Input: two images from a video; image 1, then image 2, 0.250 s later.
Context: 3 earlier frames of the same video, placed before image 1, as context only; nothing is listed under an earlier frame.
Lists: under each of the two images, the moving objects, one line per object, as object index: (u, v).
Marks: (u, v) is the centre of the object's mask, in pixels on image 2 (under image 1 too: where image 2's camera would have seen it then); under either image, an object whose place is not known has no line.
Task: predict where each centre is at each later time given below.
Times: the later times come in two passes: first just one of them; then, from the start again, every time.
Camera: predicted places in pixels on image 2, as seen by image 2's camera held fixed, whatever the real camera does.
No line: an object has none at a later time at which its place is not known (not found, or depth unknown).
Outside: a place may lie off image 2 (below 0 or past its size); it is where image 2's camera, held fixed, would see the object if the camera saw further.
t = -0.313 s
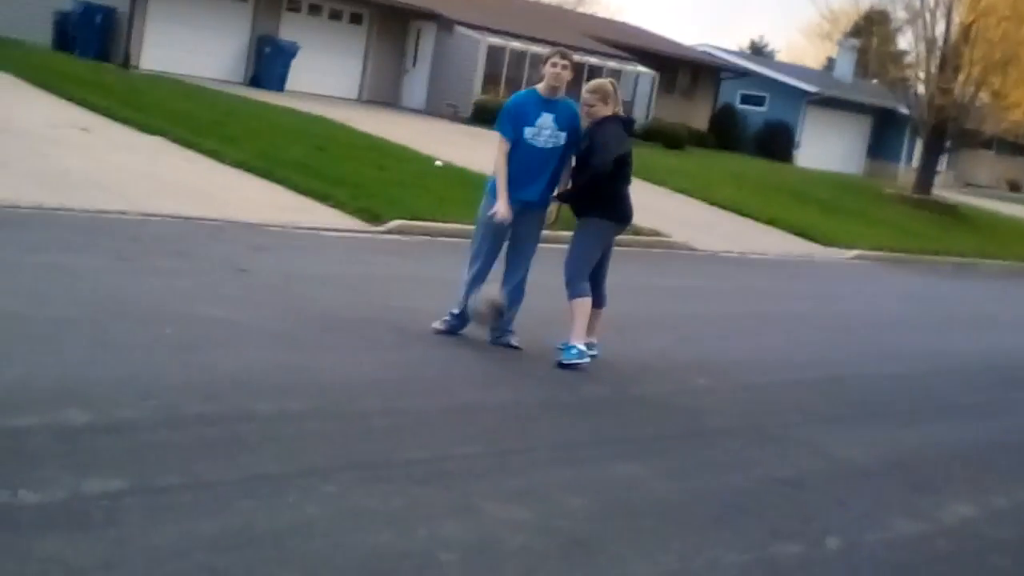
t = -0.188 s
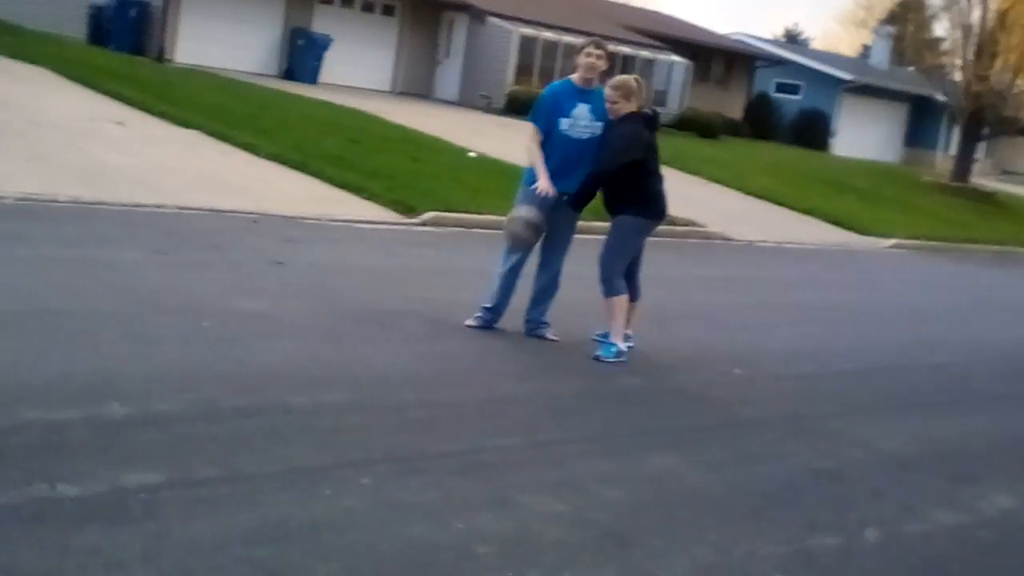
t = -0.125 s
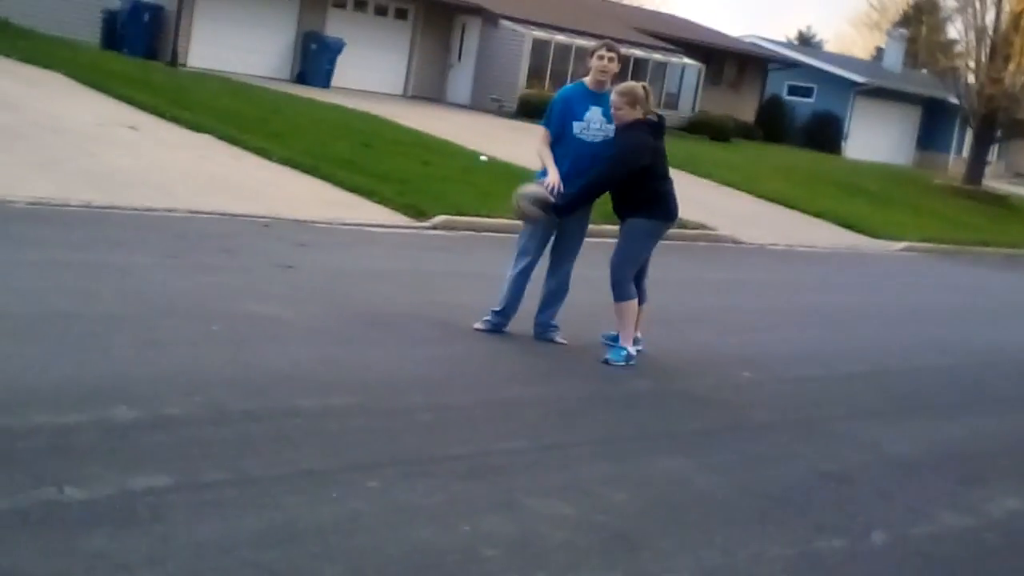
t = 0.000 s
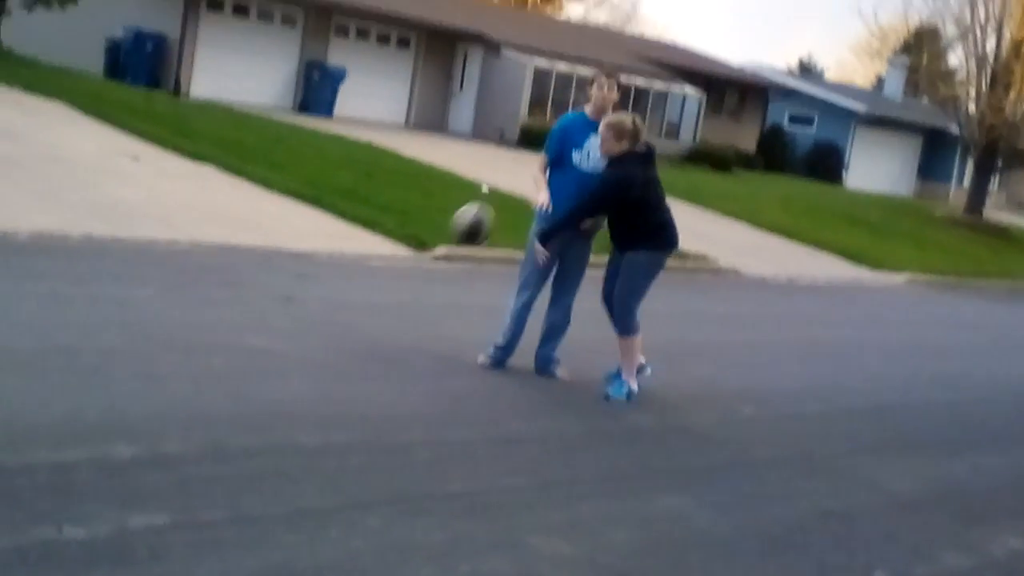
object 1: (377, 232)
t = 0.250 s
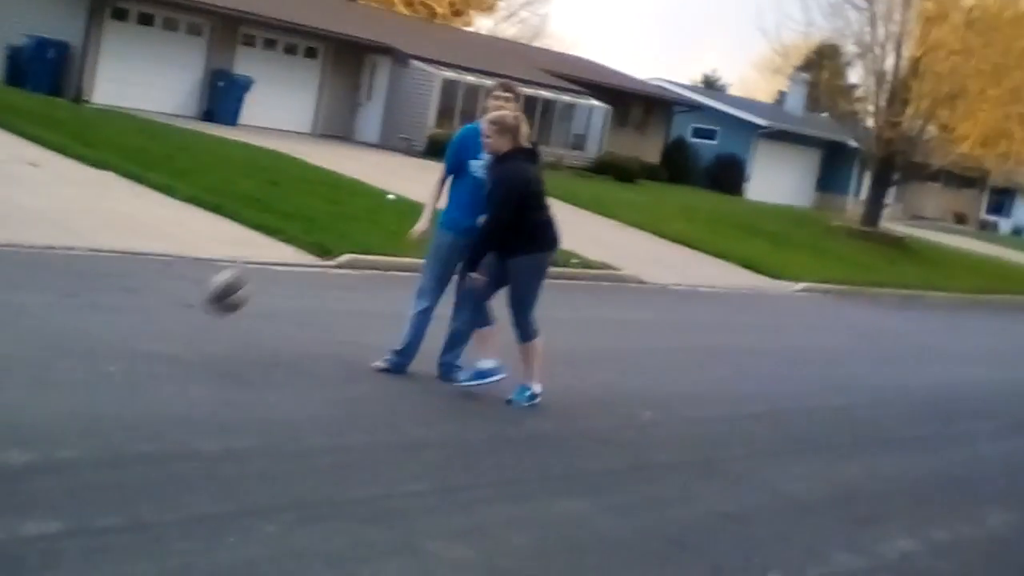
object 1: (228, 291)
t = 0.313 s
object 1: (183, 327)
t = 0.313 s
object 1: (183, 327)
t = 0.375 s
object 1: (167, 309)
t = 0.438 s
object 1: (157, 281)
